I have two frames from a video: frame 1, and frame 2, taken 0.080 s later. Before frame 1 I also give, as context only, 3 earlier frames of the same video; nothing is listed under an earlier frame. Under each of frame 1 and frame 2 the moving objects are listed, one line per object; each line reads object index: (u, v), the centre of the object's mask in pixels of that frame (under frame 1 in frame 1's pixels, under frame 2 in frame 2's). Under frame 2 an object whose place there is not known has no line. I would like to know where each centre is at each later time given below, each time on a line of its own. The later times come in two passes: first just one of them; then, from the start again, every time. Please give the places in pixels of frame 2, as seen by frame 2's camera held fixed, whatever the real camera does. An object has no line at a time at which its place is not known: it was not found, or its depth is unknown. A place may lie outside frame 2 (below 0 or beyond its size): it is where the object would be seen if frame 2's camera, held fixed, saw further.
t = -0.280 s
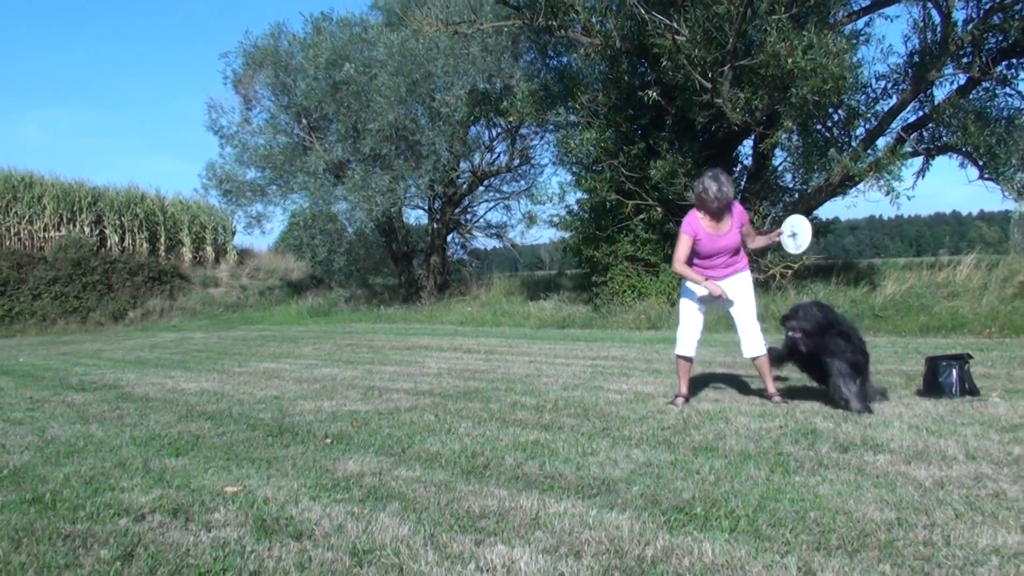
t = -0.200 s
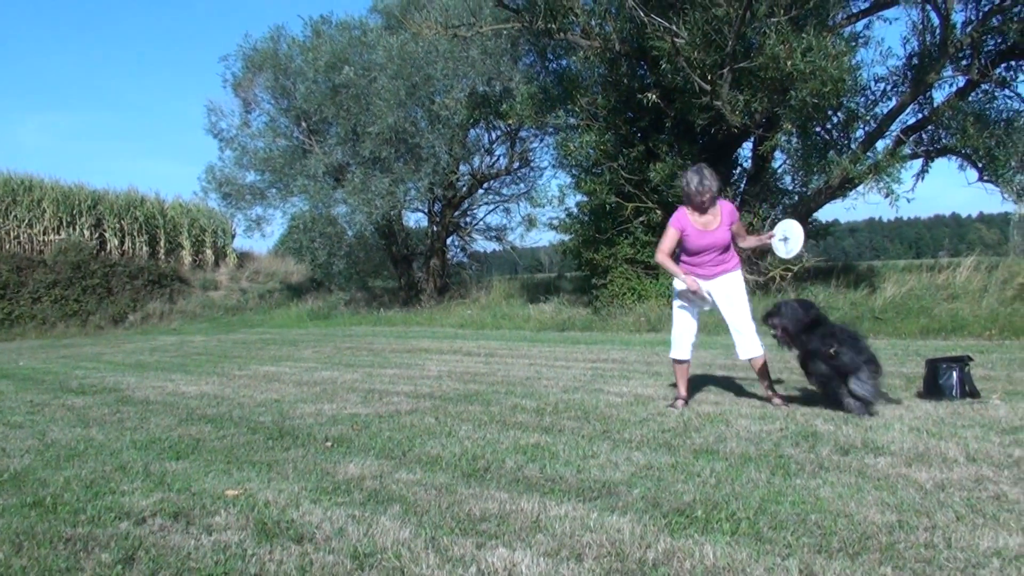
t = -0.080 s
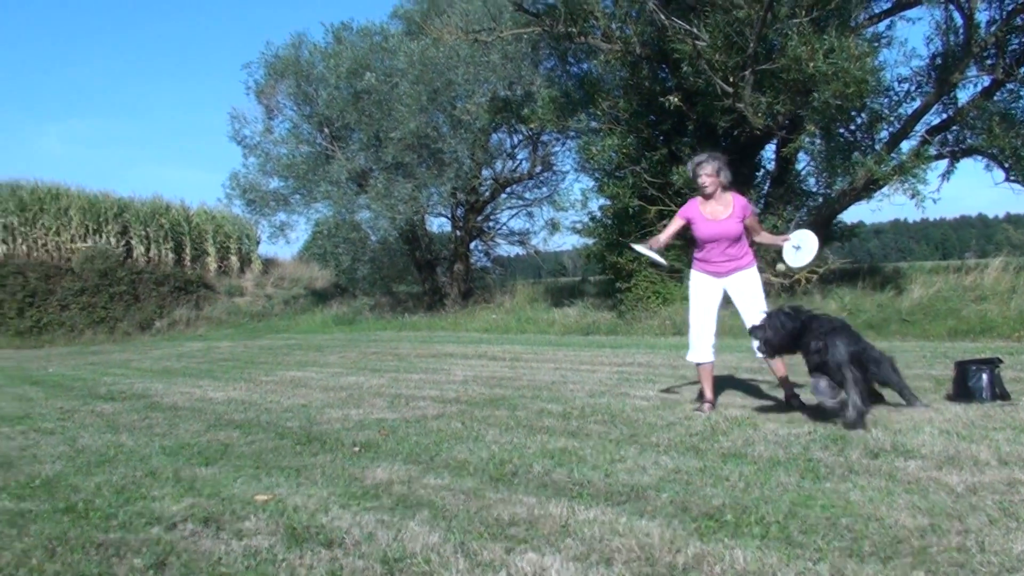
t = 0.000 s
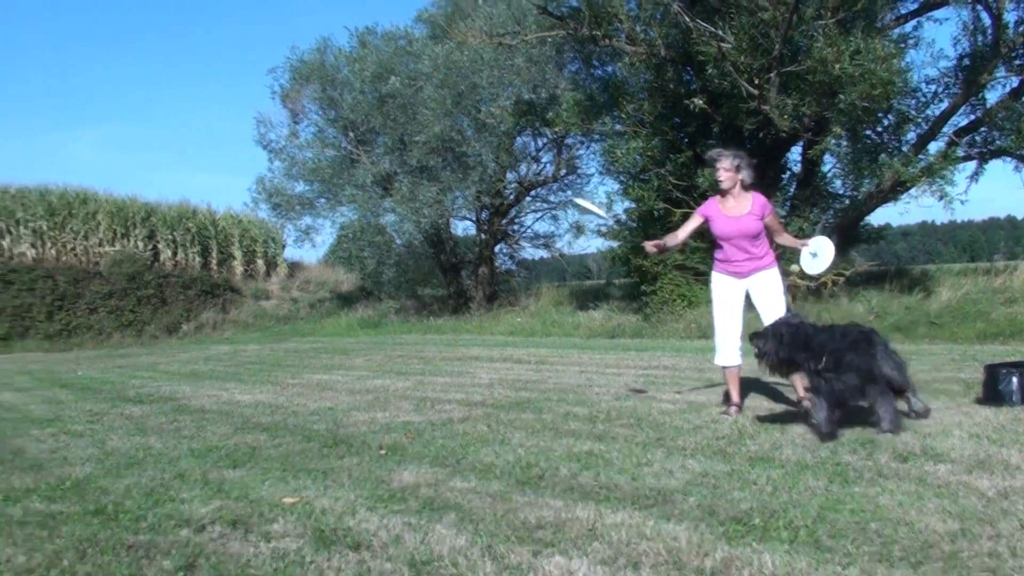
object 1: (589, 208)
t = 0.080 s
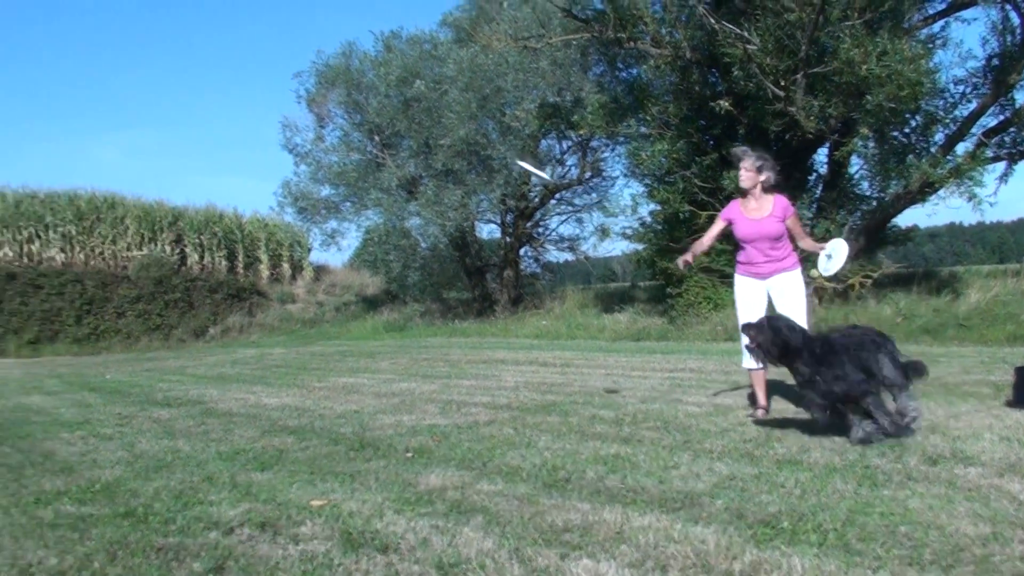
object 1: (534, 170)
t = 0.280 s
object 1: (354, 101)
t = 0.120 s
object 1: (495, 153)
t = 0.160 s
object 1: (459, 138)
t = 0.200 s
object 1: (422, 123)
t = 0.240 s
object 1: (387, 111)
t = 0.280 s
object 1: (354, 101)
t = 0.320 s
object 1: (323, 93)
